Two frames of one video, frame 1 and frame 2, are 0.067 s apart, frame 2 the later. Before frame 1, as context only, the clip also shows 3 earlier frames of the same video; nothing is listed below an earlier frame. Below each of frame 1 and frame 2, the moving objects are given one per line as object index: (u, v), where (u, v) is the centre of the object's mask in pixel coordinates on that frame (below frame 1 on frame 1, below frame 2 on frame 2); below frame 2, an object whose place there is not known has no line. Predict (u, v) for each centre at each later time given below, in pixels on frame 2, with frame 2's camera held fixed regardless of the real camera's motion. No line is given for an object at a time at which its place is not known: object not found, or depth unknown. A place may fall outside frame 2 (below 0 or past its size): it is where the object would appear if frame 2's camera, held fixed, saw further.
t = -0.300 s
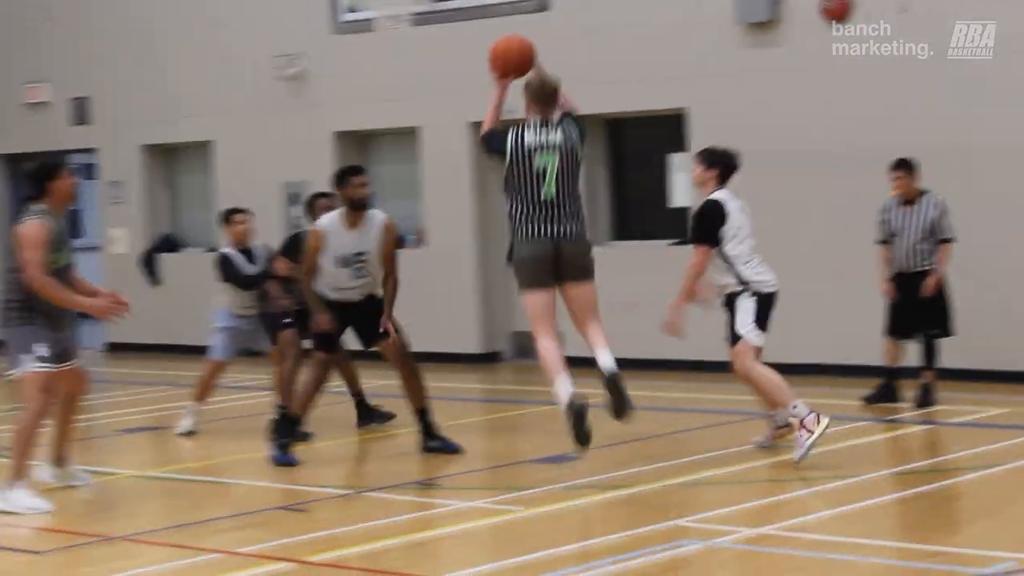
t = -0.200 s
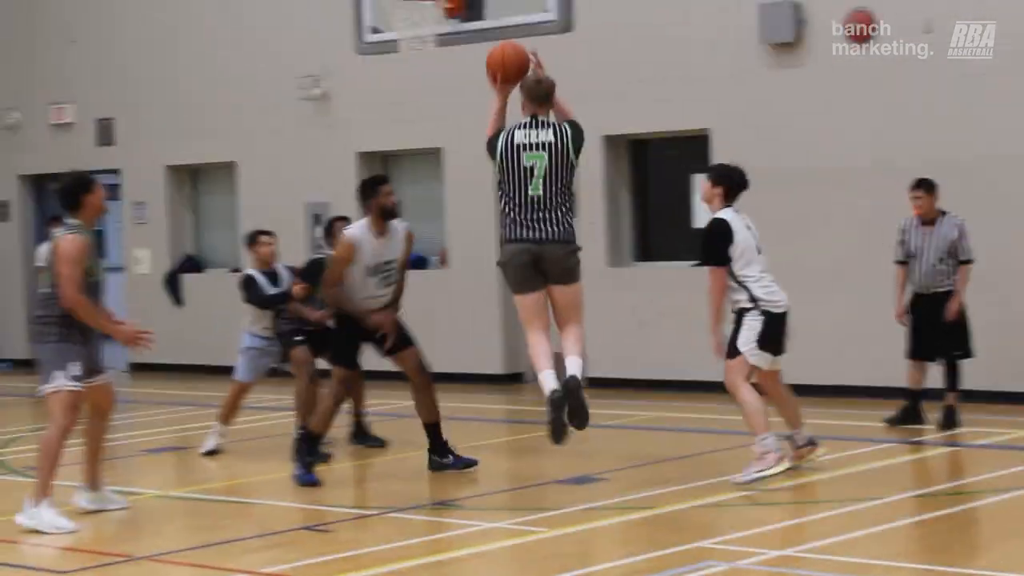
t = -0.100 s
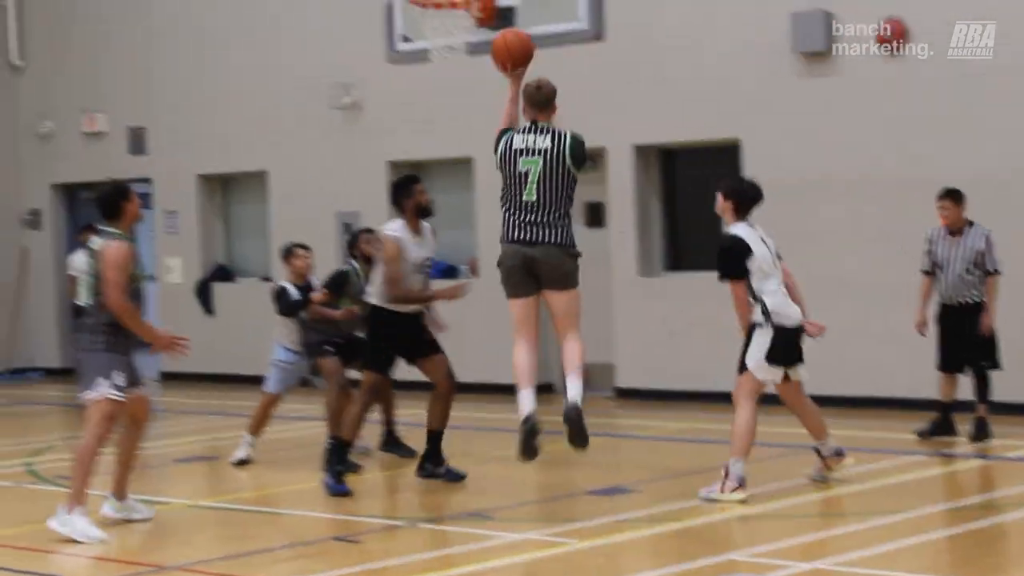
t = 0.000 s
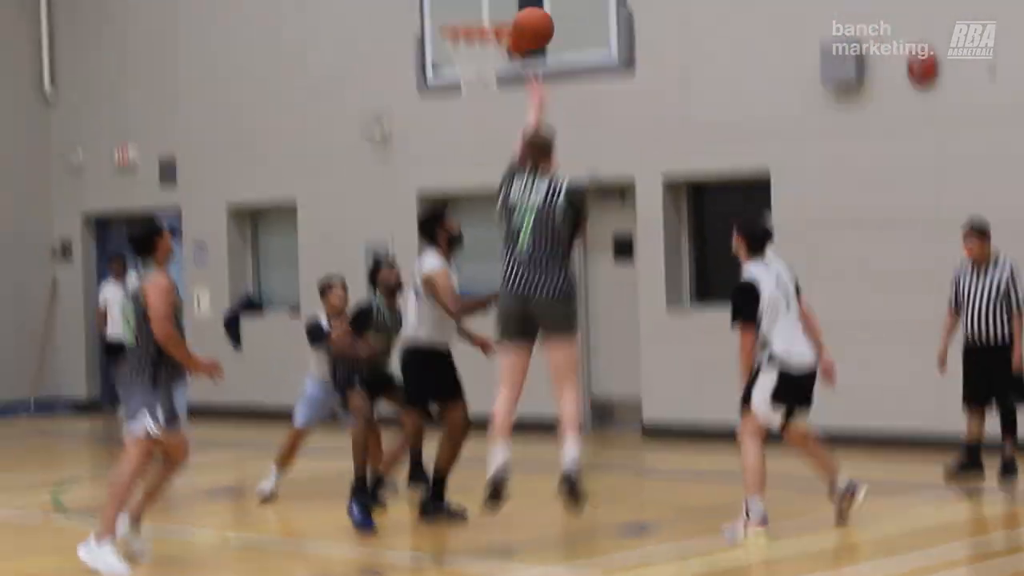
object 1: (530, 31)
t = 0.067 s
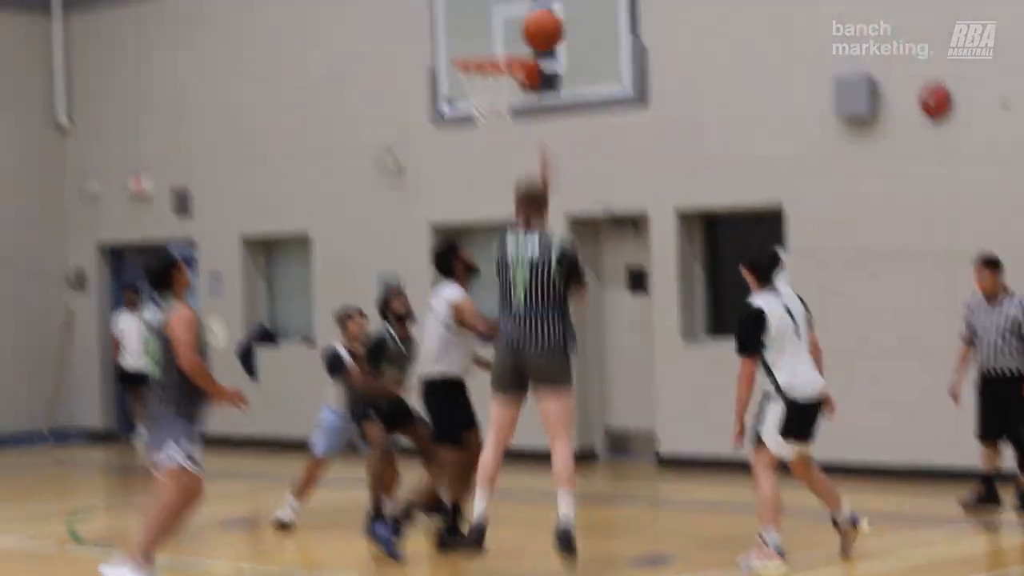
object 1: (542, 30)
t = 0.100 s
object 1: (541, 18)
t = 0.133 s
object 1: (539, 8)
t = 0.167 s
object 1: (538, 1)
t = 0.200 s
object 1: (538, -4)
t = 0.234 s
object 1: (536, -8)
